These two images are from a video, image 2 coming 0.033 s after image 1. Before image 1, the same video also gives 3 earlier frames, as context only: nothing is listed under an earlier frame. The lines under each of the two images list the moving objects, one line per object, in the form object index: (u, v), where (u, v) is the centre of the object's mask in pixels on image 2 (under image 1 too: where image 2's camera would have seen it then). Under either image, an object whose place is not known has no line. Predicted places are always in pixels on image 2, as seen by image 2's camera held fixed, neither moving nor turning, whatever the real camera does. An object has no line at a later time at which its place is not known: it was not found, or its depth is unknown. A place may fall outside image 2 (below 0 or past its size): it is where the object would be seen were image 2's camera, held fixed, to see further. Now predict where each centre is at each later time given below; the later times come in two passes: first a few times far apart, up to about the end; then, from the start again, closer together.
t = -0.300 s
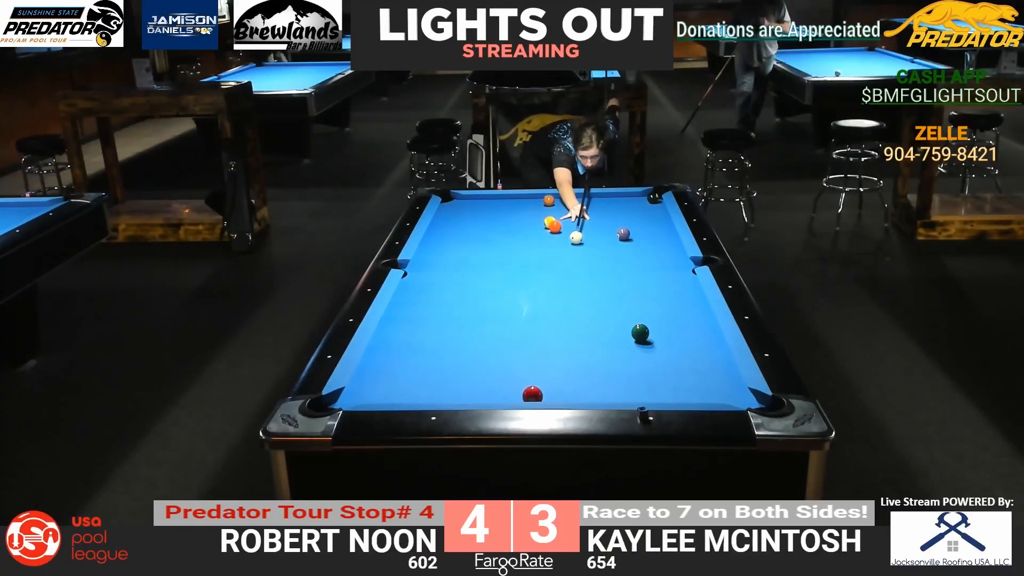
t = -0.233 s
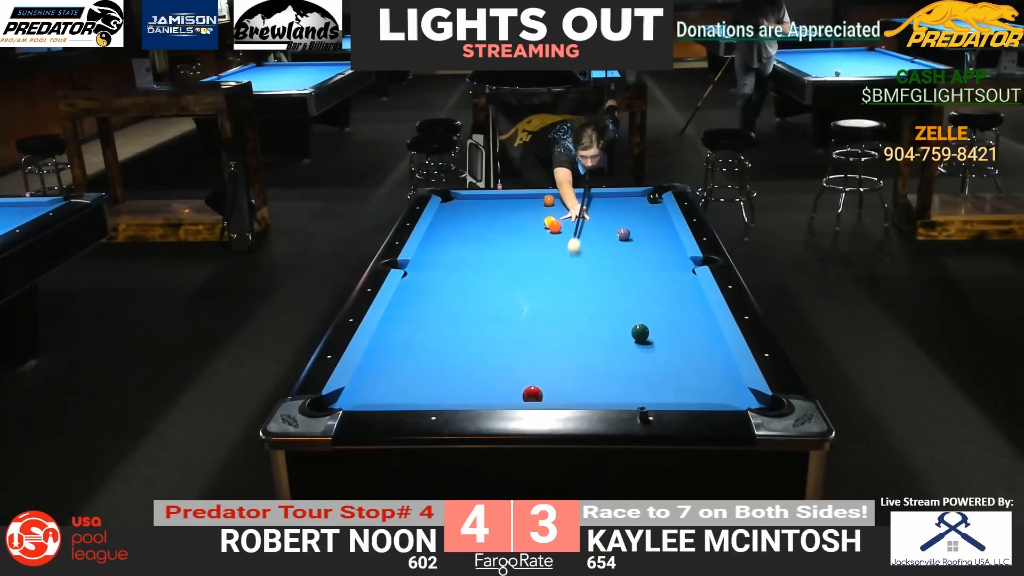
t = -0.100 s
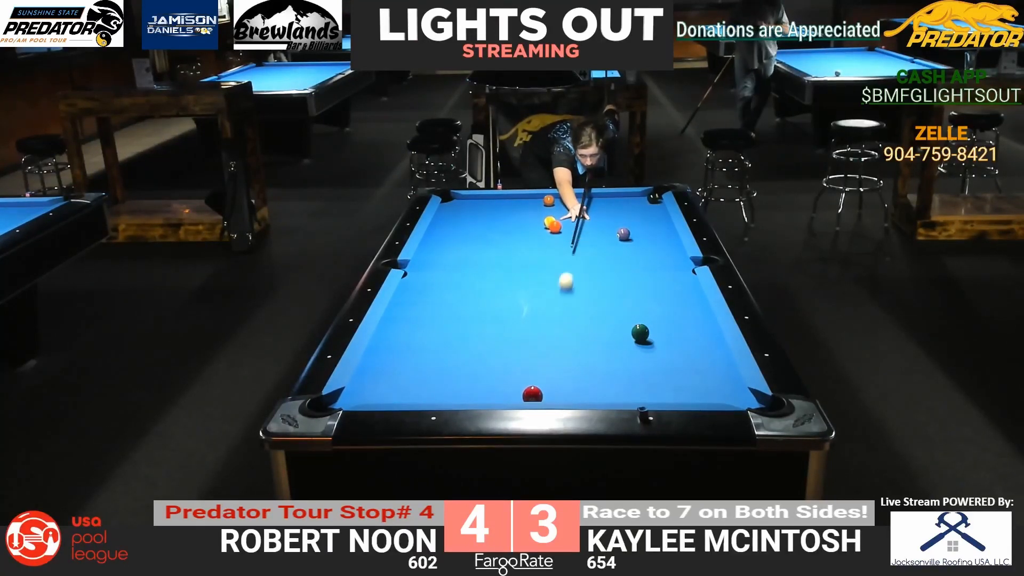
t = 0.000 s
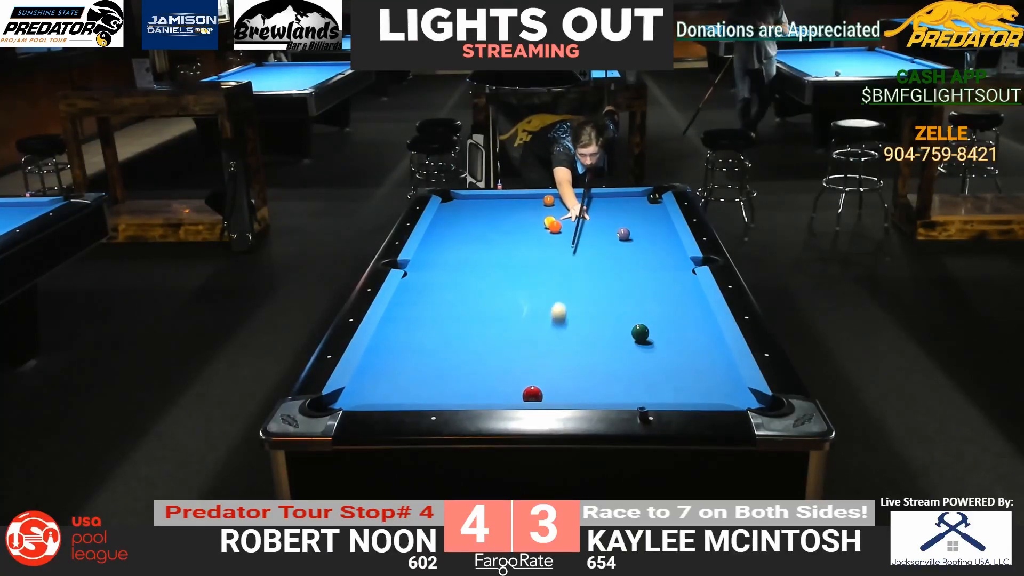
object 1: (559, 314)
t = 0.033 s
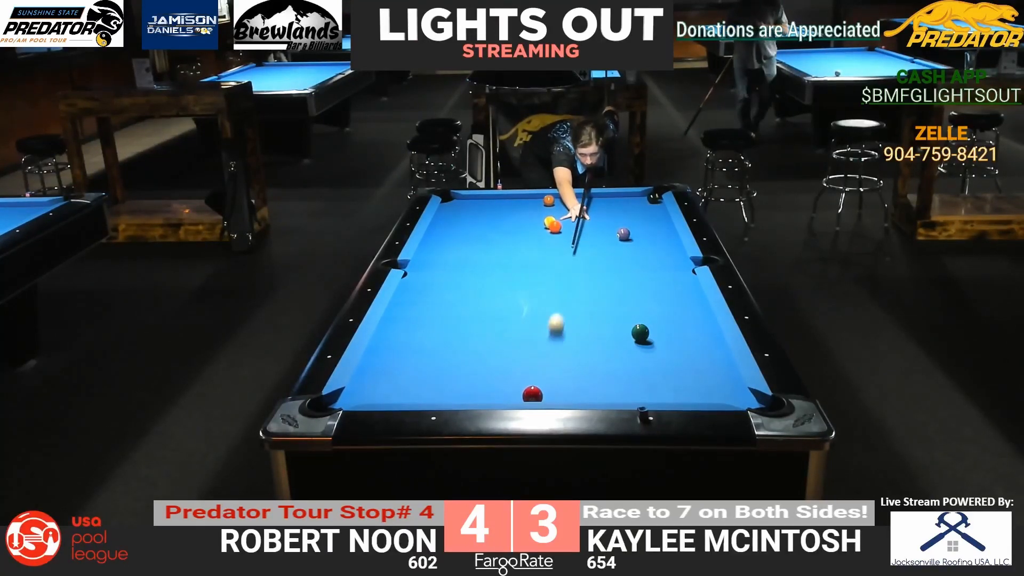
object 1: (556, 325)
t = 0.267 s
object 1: (565, 393)
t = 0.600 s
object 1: (616, 384)
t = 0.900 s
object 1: (650, 377)
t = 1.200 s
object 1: (682, 371)
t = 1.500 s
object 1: (711, 366)
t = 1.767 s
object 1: (719, 362)
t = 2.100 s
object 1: (700, 359)
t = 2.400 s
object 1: (686, 357)
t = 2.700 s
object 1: (674, 355)
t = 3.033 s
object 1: (663, 354)
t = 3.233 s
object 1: (657, 354)
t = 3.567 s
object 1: (651, 353)
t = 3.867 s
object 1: (648, 352)
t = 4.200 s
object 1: (647, 352)
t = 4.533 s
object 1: (647, 352)
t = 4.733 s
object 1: (647, 352)
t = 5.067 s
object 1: (647, 352)
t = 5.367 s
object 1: (647, 352)
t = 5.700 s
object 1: (647, 352)
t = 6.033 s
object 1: (647, 352)
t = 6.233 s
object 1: (646, 352)
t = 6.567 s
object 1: (647, 352)
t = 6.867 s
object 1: (647, 352)
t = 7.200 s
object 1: (647, 352)
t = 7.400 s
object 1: (647, 352)
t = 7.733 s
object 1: (647, 352)
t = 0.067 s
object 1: (553, 338)
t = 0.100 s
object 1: (550, 352)
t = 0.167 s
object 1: (544, 381)
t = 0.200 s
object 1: (547, 390)
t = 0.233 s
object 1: (556, 391)
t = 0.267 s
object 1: (565, 393)
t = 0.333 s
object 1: (581, 395)
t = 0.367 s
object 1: (586, 393)
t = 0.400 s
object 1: (591, 391)
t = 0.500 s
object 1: (604, 387)
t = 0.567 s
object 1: (612, 385)
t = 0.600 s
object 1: (616, 384)
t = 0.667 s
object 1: (624, 383)
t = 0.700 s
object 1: (628, 382)
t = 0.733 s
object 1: (632, 381)
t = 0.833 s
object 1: (643, 379)
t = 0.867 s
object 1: (647, 378)
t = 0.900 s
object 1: (650, 377)
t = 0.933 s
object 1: (654, 377)
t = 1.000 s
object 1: (661, 375)
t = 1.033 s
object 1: (665, 374)
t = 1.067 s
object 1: (668, 374)
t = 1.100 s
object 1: (672, 373)
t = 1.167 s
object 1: (679, 372)
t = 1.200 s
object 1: (682, 371)
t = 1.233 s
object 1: (685, 371)
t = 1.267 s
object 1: (689, 370)
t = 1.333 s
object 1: (695, 369)
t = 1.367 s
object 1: (699, 368)
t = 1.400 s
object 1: (702, 367)
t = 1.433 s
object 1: (705, 367)
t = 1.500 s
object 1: (711, 366)
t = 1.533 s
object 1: (714, 365)
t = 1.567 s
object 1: (717, 365)
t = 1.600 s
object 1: (720, 364)
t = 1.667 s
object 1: (725, 363)
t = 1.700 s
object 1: (723, 363)
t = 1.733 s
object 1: (721, 362)
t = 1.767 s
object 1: (719, 362)
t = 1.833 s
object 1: (715, 361)
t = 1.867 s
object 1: (713, 361)
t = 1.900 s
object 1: (711, 361)
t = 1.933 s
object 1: (709, 361)
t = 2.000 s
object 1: (706, 360)
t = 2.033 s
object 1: (704, 360)
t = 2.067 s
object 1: (702, 360)
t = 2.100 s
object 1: (700, 359)
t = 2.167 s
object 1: (697, 359)
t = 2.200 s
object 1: (695, 358)
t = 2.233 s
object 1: (693, 358)
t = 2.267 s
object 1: (692, 358)
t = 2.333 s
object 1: (689, 357)
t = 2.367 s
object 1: (687, 357)
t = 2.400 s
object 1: (686, 357)
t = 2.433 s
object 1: (684, 357)
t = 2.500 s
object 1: (681, 356)
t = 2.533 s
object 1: (680, 356)
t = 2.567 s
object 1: (679, 356)
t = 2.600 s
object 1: (677, 356)
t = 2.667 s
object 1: (675, 355)
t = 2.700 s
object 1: (674, 355)
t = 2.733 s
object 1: (672, 355)
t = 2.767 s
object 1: (671, 355)
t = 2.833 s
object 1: (669, 355)
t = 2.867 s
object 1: (668, 354)
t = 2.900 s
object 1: (667, 354)
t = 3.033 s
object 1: (663, 354)
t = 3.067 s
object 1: (662, 354)
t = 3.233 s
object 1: (657, 354)
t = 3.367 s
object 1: (654, 353)
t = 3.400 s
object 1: (654, 353)
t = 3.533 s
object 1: (651, 353)
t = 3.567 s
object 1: (651, 353)
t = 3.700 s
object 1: (649, 352)
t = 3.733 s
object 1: (649, 352)
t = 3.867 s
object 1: (648, 352)
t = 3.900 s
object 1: (647, 352)
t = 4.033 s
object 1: (647, 352)
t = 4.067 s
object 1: (647, 352)
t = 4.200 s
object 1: (647, 352)
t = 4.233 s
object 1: (647, 352)
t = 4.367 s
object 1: (647, 352)
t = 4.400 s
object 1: (647, 352)
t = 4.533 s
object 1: (647, 352)
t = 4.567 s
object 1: (647, 352)
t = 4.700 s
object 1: (647, 352)
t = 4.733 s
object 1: (647, 352)
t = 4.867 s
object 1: (647, 352)
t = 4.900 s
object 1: (647, 352)
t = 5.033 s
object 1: (647, 352)
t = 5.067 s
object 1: (647, 352)
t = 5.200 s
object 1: (647, 352)
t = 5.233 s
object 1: (647, 352)
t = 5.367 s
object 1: (647, 352)
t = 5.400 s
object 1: (647, 352)
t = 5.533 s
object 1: (647, 352)
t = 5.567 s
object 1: (647, 352)
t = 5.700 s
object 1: (647, 352)
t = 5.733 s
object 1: (647, 352)
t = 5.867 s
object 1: (647, 352)
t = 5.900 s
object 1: (647, 352)
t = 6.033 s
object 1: (647, 352)
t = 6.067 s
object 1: (646, 352)
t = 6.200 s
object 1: (646, 352)
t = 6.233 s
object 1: (646, 352)
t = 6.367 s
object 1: (646, 352)
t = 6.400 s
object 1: (646, 352)
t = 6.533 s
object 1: (647, 352)
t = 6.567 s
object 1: (647, 352)
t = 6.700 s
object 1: (647, 352)
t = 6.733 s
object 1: (646, 352)
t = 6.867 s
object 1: (647, 352)
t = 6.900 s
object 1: (647, 352)
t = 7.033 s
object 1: (647, 352)
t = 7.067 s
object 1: (646, 352)
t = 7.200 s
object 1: (647, 352)
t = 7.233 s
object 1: (647, 352)
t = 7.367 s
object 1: (646, 352)
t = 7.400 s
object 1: (647, 352)
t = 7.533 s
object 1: (647, 352)
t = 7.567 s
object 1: (647, 352)
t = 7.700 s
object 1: (647, 352)
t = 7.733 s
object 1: (647, 352)
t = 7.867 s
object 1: (647, 352)
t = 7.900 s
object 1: (647, 352)
